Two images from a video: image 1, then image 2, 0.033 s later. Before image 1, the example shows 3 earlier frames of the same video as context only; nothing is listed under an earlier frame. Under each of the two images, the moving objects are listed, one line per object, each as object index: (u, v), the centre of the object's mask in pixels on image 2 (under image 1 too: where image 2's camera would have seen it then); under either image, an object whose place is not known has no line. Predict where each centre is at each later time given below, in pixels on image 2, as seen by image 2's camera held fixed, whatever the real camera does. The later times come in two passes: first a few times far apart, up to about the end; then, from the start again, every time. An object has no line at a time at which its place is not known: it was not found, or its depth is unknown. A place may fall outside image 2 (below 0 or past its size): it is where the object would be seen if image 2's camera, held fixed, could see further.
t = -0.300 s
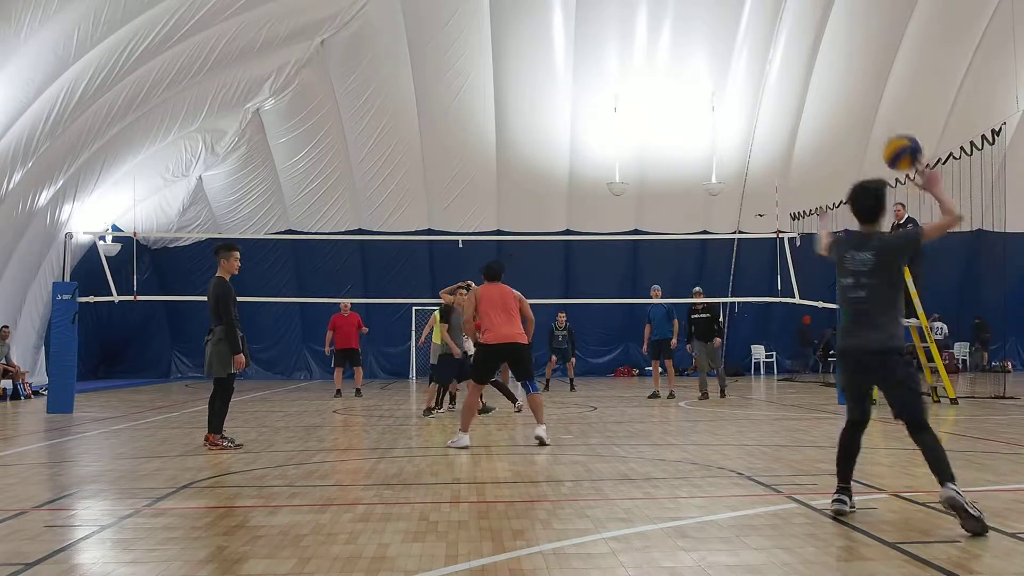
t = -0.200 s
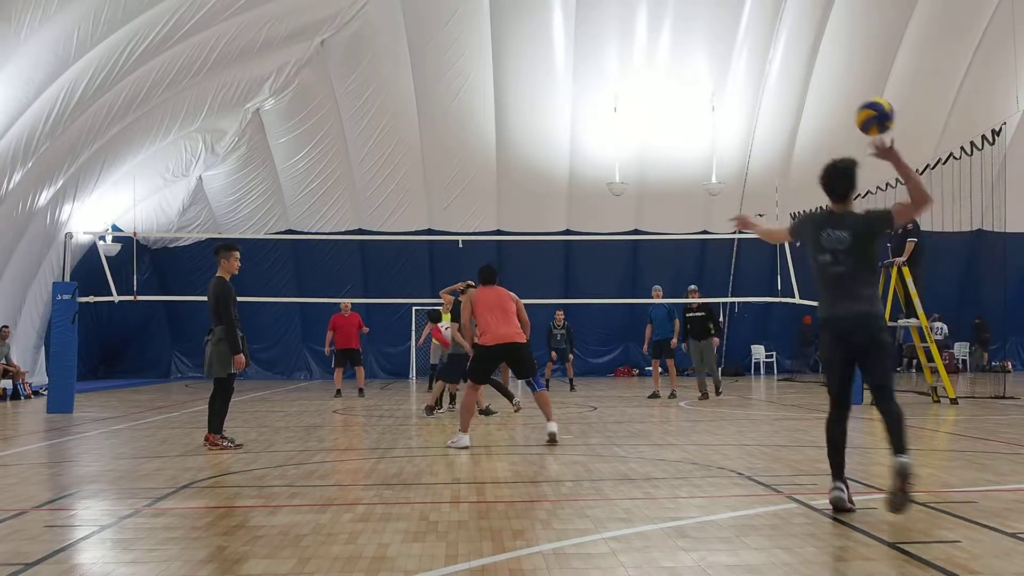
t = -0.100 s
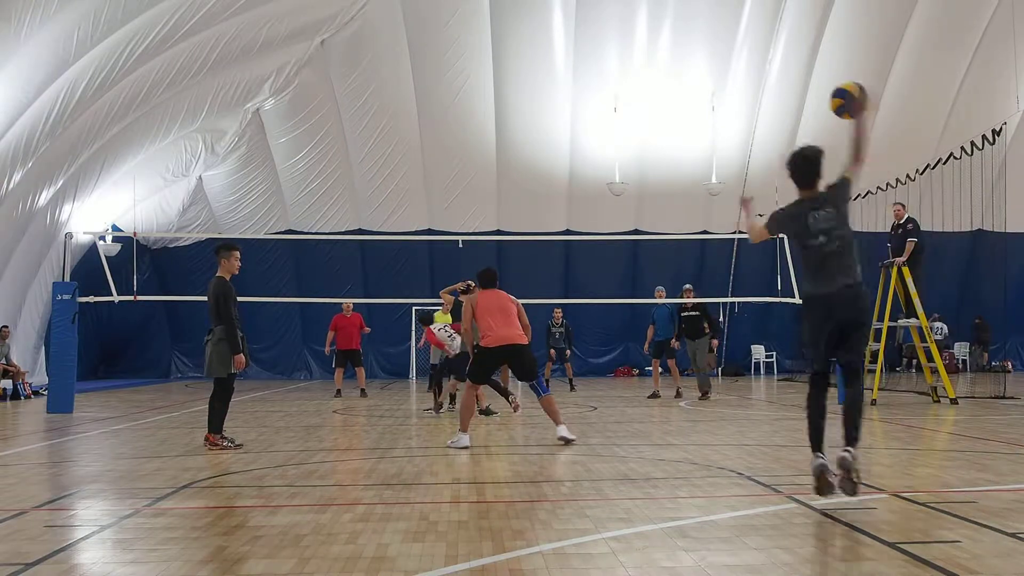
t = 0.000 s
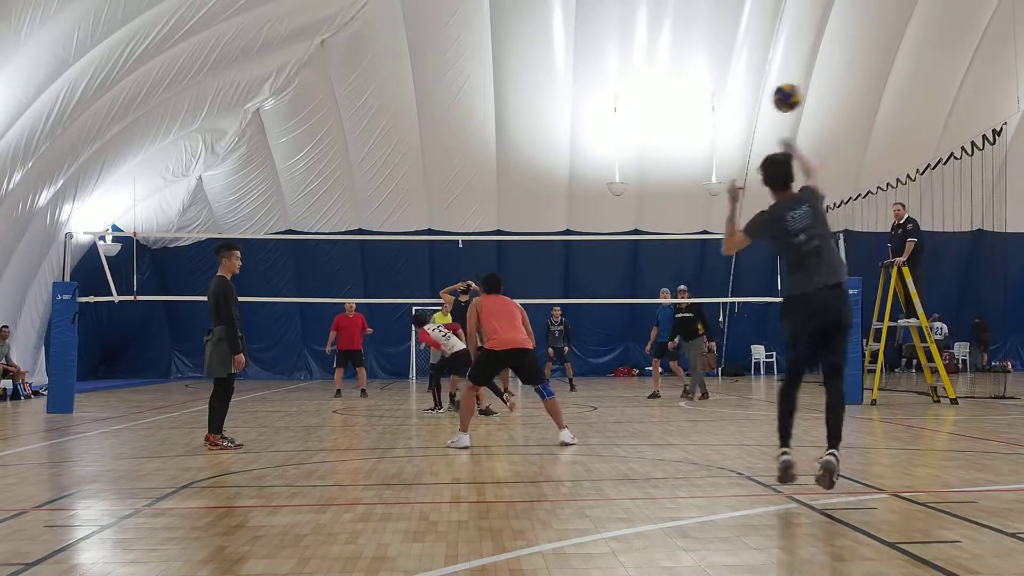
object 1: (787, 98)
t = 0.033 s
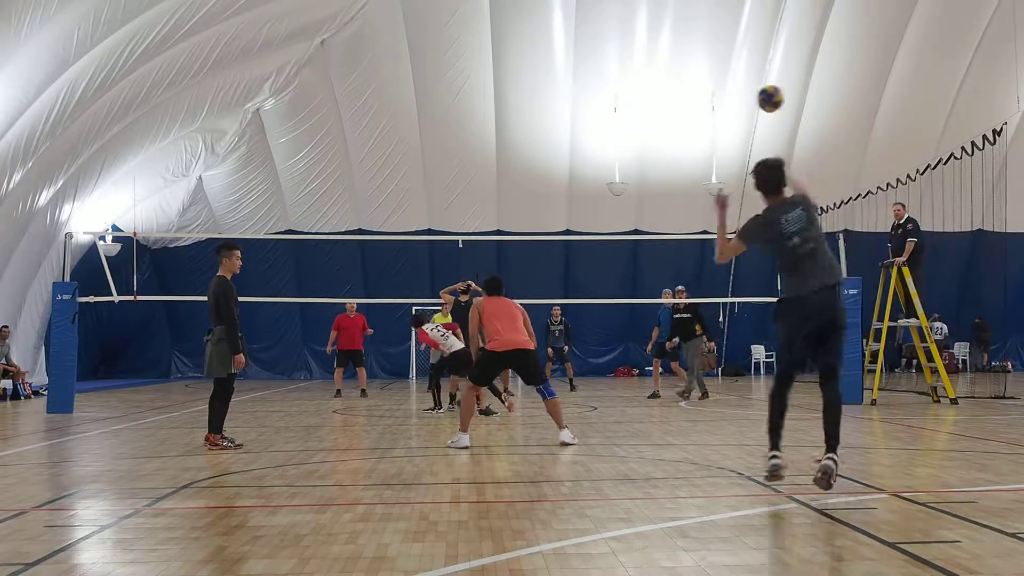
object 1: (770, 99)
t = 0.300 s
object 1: (694, 130)
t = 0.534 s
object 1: (666, 178)
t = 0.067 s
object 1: (756, 100)
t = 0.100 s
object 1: (745, 103)
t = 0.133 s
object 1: (734, 106)
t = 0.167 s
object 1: (725, 109)
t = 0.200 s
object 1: (716, 113)
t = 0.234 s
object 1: (708, 117)
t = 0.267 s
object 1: (700, 124)
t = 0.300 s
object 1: (694, 130)
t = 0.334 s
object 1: (688, 136)
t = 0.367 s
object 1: (683, 143)
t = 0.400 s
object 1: (678, 149)
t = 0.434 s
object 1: (675, 156)
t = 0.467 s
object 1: (671, 163)
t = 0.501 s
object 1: (668, 170)
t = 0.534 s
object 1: (666, 178)
